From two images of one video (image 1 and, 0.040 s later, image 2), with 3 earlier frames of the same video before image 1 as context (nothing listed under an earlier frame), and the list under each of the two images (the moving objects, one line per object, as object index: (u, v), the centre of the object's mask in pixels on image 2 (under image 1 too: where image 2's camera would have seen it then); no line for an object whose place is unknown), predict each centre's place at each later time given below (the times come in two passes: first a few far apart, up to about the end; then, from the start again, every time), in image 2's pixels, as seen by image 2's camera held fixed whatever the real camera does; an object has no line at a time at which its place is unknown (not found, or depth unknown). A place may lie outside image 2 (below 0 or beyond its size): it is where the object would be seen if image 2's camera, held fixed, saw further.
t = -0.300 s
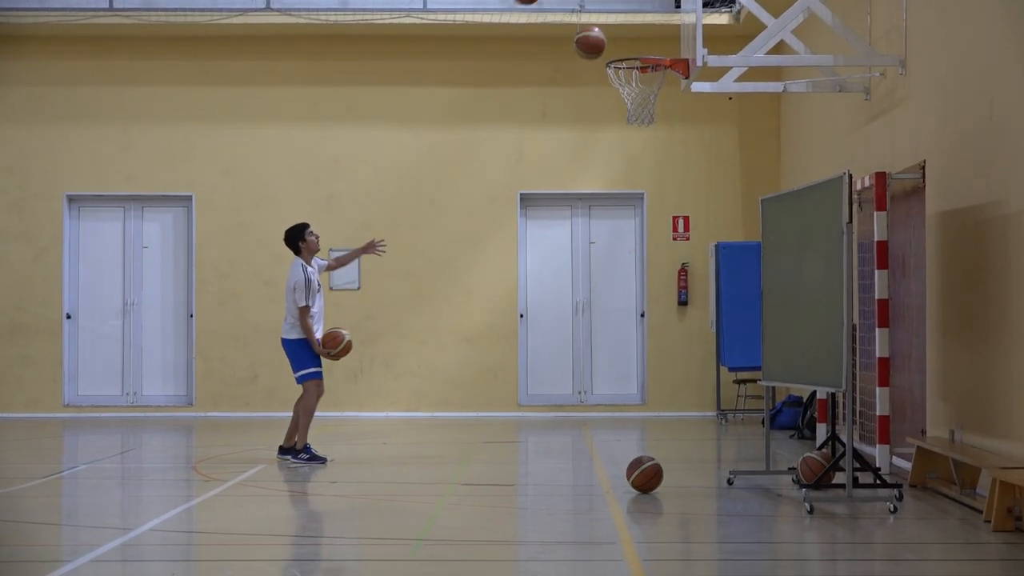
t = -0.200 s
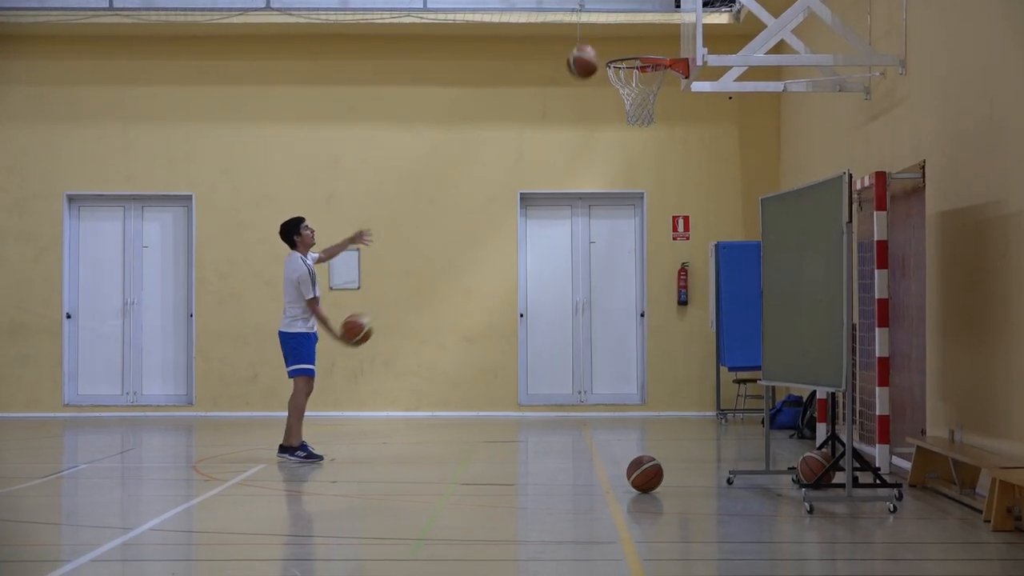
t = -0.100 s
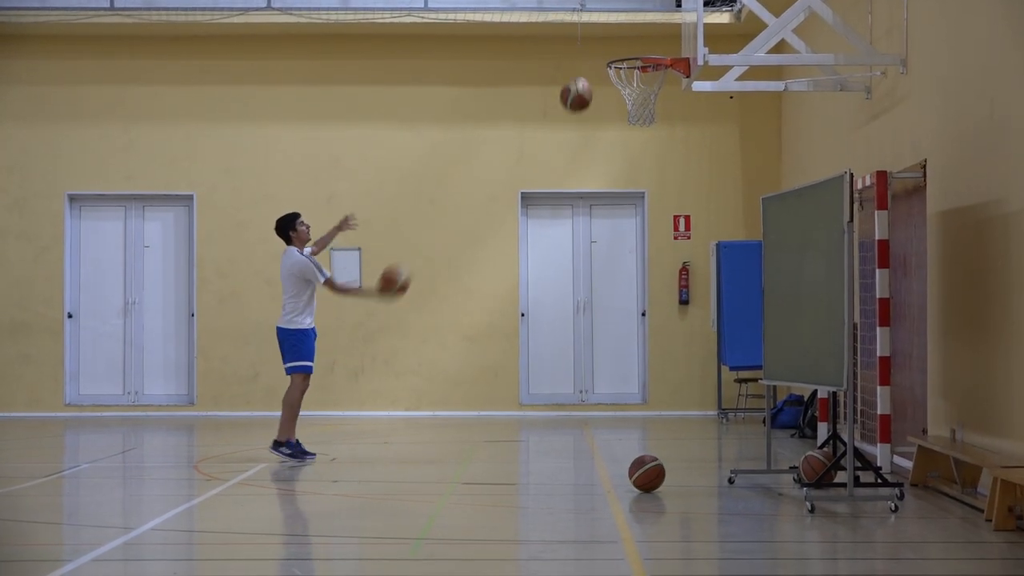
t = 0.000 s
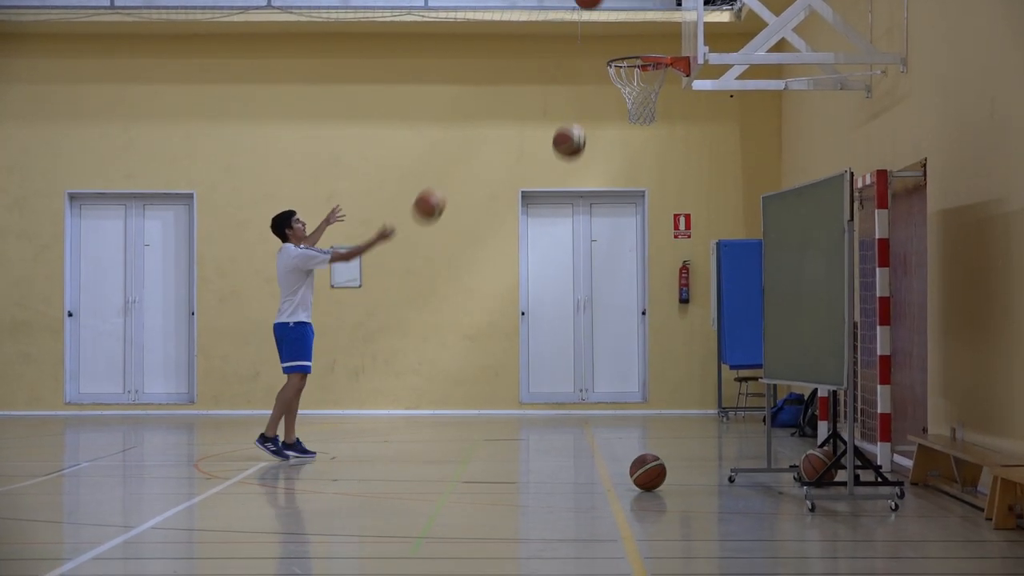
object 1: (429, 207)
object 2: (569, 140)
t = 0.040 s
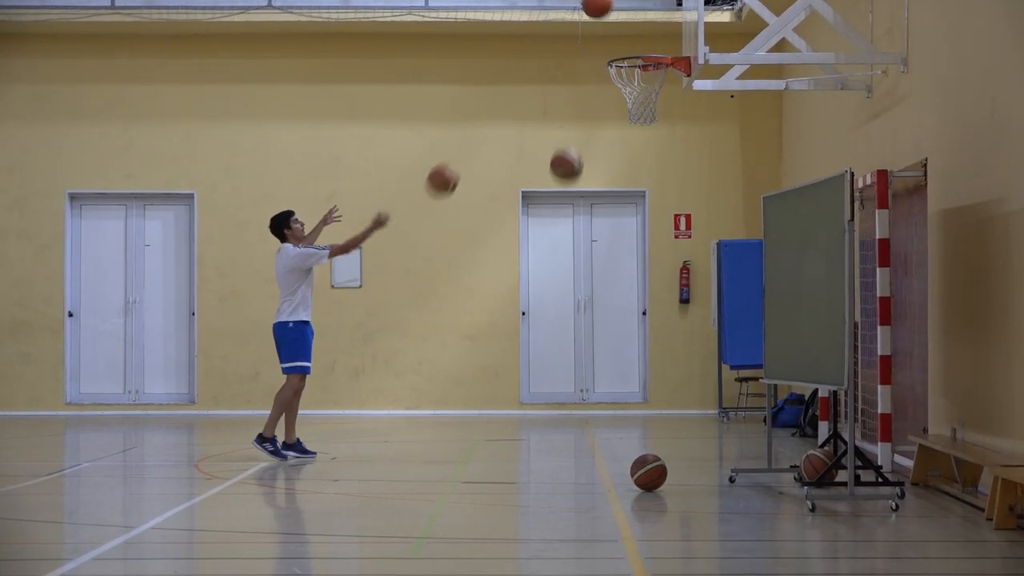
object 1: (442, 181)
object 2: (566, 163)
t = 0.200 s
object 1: (497, 93)
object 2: (554, 279)
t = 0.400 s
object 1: (562, 35)
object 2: (538, 442)
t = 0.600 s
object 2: (536, 311)
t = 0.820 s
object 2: (533, 229)
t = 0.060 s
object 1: (448, 168)
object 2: (564, 176)
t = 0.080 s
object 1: (455, 156)
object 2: (563, 188)
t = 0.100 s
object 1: (462, 144)
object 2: (561, 203)
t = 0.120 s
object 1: (469, 133)
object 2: (561, 217)
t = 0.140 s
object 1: (476, 122)
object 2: (559, 232)
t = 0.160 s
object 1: (483, 112)
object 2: (558, 247)
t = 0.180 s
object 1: (489, 103)
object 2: (556, 262)
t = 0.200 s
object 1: (497, 93)
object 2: (554, 279)
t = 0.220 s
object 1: (503, 86)
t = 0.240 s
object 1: (509, 78)
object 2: (551, 314)
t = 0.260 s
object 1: (516, 70)
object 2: (549, 332)
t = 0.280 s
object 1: (523, 63)
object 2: (548, 352)
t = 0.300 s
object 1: (529, 57)
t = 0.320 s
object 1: (536, 52)
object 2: (544, 392)
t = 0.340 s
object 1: (542, 47)
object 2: (542, 416)
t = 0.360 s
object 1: (549, 42)
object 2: (541, 436)
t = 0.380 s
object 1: (555, 38)
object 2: (539, 454)
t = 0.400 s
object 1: (562, 35)
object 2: (538, 442)
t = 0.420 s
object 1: (568, 31)
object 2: (538, 427)
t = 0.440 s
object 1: (574, 28)
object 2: (538, 411)
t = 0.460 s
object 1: (579, 27)
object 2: (537, 396)
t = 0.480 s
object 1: (587, 25)
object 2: (538, 382)
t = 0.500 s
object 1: (592, 23)
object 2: (538, 370)
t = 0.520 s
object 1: (600, 22)
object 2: (537, 357)
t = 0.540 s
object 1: (607, 22)
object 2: (537, 345)
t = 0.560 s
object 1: (613, 22)
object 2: (537, 333)
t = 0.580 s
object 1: (619, 23)
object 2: (537, 322)
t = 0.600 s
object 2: (536, 311)
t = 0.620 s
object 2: (536, 301)
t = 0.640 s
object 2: (536, 291)
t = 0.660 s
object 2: (535, 282)
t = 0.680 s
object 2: (535, 273)
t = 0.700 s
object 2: (535, 265)
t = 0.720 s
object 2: (535, 258)
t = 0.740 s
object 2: (535, 251)
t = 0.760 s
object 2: (535, 245)
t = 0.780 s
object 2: (534, 239)
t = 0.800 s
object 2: (534, 234)
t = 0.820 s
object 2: (533, 229)
